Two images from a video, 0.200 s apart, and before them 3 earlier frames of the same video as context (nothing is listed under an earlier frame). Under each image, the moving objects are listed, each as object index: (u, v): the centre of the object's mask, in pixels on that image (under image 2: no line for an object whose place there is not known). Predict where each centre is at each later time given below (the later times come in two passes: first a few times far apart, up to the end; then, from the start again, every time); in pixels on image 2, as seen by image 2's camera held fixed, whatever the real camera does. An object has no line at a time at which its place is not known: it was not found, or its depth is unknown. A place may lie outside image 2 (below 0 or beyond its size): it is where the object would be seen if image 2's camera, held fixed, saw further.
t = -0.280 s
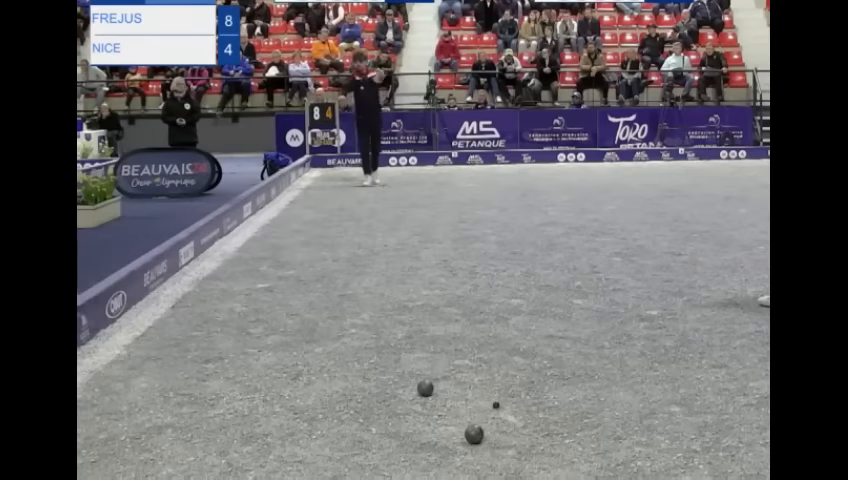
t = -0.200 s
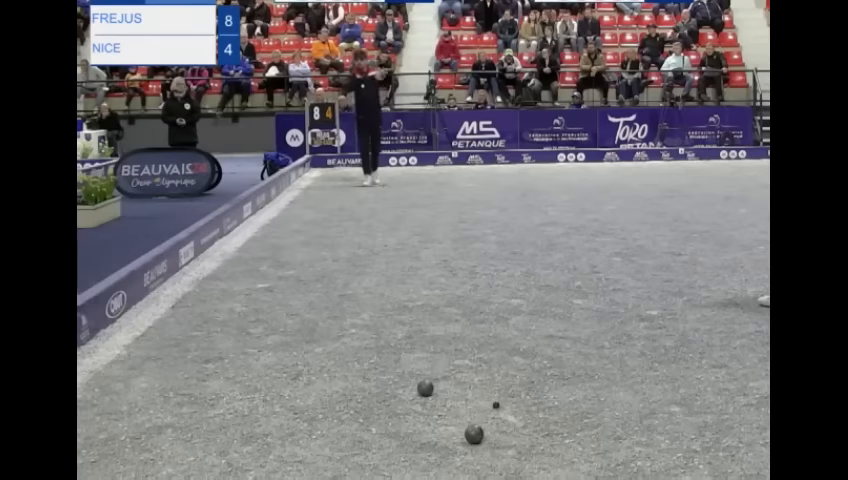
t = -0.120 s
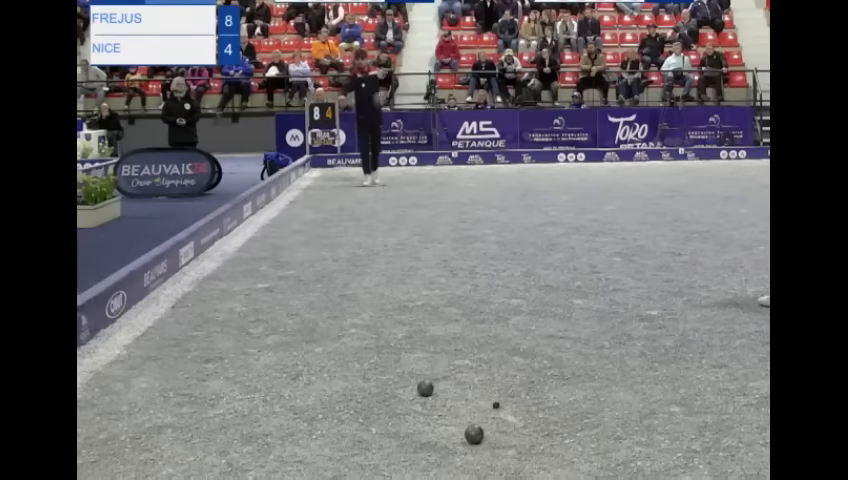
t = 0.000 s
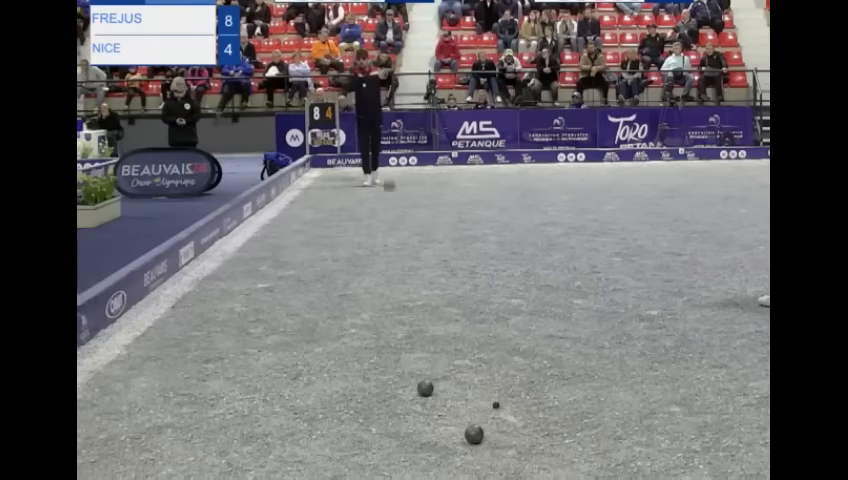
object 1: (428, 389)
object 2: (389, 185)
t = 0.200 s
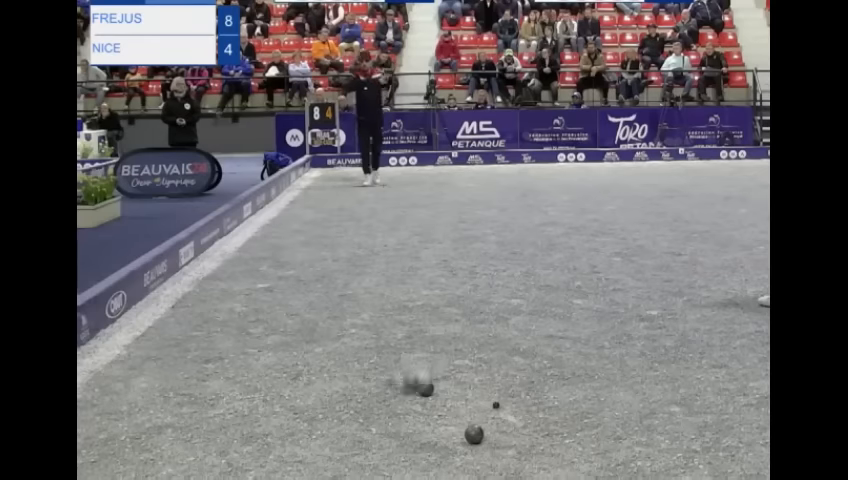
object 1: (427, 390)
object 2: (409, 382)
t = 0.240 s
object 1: (441, 389)
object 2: (394, 382)
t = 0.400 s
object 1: (502, 404)
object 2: (327, 427)
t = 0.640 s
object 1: (565, 418)
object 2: (230, 468)
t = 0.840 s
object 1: (605, 426)
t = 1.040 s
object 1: (635, 433)
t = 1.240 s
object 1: (658, 438)
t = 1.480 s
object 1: (673, 441)
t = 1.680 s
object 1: (679, 441)
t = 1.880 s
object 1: (679, 441)
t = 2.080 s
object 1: (679, 441)
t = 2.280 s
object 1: (679, 441)
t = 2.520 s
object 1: (679, 441)
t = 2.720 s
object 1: (679, 441)
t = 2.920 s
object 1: (679, 441)
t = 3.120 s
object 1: (679, 441)
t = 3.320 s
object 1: (679, 441)
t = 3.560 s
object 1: (679, 441)
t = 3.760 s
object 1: (679, 441)
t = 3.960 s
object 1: (679, 441)
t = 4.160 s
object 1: (679, 441)
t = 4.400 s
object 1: (679, 441)
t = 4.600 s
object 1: (679, 441)
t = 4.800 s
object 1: (679, 441)
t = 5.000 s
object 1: (679, 441)
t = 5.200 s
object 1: (679, 441)
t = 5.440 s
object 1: (679, 441)
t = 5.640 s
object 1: (679, 441)
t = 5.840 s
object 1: (679, 441)
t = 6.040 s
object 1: (679, 441)
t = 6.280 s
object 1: (679, 441)
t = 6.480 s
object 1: (679, 441)
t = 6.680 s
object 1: (679, 441)
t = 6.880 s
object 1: (679, 441)
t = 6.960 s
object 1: (679, 441)
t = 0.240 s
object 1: (441, 389)
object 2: (394, 382)
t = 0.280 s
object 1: (455, 388)
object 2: (379, 388)
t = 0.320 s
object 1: (471, 392)
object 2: (362, 395)
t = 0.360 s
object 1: (488, 401)
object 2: (344, 408)
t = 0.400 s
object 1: (502, 404)
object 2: (327, 427)
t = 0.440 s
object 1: (514, 407)
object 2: (308, 438)
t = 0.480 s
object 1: (525, 409)
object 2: (291, 443)
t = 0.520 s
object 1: (536, 410)
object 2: (273, 451)
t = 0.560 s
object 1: (545, 413)
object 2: (258, 456)
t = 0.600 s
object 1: (555, 415)
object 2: (244, 462)
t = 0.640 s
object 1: (565, 418)
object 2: (230, 468)
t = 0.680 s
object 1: (573, 420)
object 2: (217, 472)
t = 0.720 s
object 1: (582, 422)
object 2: (203, 475)
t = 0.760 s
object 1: (590, 423)
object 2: (190, 476)
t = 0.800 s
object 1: (597, 425)
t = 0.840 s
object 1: (605, 426)
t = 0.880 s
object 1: (612, 428)
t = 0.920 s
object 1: (617, 430)
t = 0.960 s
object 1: (623, 432)
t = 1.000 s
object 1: (629, 432)
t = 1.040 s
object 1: (635, 433)
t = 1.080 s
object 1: (640, 434)
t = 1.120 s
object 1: (645, 435)
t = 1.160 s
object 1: (649, 436)
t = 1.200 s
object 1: (654, 437)
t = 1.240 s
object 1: (658, 438)
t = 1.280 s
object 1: (662, 438)
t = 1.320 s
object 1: (665, 439)
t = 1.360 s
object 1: (667, 439)
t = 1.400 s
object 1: (669, 439)
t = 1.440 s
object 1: (672, 440)
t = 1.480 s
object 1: (673, 441)
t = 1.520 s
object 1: (675, 441)
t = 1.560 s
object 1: (677, 441)
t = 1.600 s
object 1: (678, 441)
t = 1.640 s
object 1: (679, 441)
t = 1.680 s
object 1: (679, 441)
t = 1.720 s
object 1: (679, 441)
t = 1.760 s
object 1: (679, 441)
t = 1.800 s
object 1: (679, 441)
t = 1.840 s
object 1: (679, 441)
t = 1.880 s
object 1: (679, 441)
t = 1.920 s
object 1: (679, 441)
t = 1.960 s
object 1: (679, 441)
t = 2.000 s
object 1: (679, 441)
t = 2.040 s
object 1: (679, 441)
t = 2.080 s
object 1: (679, 441)
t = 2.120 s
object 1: (679, 441)
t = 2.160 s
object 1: (679, 441)
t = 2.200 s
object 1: (679, 441)
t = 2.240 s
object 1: (679, 441)
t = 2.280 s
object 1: (679, 441)
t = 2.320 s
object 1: (679, 441)
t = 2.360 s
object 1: (679, 441)
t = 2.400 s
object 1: (679, 441)
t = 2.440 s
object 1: (679, 441)
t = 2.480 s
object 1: (679, 441)
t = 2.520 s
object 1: (679, 441)
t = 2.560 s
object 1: (679, 441)
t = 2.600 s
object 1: (679, 441)
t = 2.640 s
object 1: (679, 441)
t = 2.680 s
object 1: (679, 441)
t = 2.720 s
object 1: (679, 441)
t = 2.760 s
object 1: (679, 441)
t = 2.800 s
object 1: (679, 441)
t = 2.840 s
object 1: (679, 441)
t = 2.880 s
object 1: (679, 441)
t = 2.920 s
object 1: (679, 441)
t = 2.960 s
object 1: (679, 441)
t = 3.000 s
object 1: (679, 441)
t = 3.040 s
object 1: (679, 441)
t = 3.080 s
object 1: (679, 441)
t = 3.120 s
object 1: (679, 441)
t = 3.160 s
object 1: (679, 441)
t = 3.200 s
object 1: (679, 441)
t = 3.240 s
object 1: (679, 441)
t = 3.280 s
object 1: (679, 441)
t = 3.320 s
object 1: (679, 441)
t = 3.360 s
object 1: (679, 441)
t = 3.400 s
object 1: (679, 441)
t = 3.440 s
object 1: (679, 441)
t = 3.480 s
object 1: (679, 441)
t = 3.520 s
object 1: (679, 441)
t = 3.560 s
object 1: (679, 441)
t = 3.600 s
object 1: (679, 441)
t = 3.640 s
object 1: (679, 441)
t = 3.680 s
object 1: (679, 441)
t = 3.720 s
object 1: (679, 441)
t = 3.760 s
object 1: (679, 441)
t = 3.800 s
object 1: (679, 441)
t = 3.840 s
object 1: (679, 441)
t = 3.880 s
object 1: (679, 441)
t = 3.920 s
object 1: (679, 441)
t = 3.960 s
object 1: (679, 441)
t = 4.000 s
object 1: (679, 441)
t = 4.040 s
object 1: (679, 441)
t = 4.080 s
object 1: (679, 441)
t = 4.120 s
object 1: (679, 441)
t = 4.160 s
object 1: (679, 441)
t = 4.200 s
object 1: (679, 441)
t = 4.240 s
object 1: (679, 441)
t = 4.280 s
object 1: (679, 441)
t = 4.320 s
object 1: (679, 441)
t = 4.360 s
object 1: (679, 441)
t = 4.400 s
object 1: (679, 441)
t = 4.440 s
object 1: (679, 441)
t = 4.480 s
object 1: (679, 441)
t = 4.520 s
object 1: (679, 441)
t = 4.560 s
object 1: (679, 441)
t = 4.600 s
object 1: (679, 441)
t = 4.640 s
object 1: (679, 441)
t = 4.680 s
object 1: (679, 441)
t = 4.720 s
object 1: (679, 441)
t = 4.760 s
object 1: (679, 441)
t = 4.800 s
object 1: (679, 441)
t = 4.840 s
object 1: (679, 441)
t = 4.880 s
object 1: (679, 441)
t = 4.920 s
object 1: (679, 441)
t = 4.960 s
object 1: (679, 441)
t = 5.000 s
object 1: (679, 441)
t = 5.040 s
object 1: (679, 441)
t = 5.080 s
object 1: (679, 441)
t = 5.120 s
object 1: (679, 441)
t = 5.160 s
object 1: (679, 441)
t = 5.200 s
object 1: (679, 441)
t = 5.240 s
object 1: (679, 441)
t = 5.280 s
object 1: (679, 441)
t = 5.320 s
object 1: (679, 441)
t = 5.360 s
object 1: (679, 441)
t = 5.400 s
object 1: (679, 441)
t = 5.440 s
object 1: (679, 441)
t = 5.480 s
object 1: (679, 441)
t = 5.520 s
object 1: (679, 441)
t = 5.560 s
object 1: (679, 441)
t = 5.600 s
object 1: (679, 441)
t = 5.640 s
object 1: (679, 441)
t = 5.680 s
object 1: (679, 441)
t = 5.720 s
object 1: (679, 441)
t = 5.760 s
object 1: (679, 441)
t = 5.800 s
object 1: (679, 441)
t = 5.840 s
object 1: (679, 441)
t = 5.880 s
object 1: (679, 441)
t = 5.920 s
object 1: (679, 441)
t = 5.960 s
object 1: (679, 441)
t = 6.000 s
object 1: (679, 441)
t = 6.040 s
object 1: (679, 441)
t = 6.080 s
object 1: (679, 441)
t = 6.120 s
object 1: (679, 441)
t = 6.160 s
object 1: (679, 441)
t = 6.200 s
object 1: (679, 441)
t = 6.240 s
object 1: (679, 441)
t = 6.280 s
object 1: (679, 441)
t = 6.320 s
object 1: (679, 441)
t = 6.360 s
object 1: (679, 441)
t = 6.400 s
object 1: (679, 441)
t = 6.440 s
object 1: (679, 441)
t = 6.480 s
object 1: (679, 441)
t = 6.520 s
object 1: (679, 441)
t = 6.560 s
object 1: (679, 441)
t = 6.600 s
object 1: (679, 441)
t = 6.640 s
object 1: (679, 441)
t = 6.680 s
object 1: (679, 441)
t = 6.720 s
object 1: (679, 441)
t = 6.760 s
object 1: (679, 441)
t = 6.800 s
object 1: (679, 441)
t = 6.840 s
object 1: (679, 441)
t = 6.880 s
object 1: (679, 441)
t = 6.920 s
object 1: (679, 441)
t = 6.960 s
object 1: (679, 441)
